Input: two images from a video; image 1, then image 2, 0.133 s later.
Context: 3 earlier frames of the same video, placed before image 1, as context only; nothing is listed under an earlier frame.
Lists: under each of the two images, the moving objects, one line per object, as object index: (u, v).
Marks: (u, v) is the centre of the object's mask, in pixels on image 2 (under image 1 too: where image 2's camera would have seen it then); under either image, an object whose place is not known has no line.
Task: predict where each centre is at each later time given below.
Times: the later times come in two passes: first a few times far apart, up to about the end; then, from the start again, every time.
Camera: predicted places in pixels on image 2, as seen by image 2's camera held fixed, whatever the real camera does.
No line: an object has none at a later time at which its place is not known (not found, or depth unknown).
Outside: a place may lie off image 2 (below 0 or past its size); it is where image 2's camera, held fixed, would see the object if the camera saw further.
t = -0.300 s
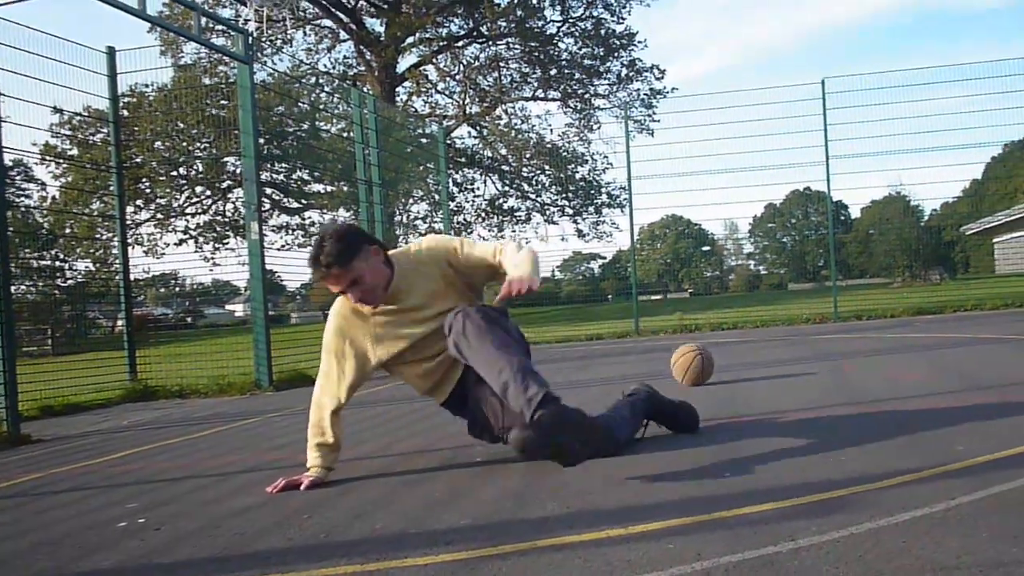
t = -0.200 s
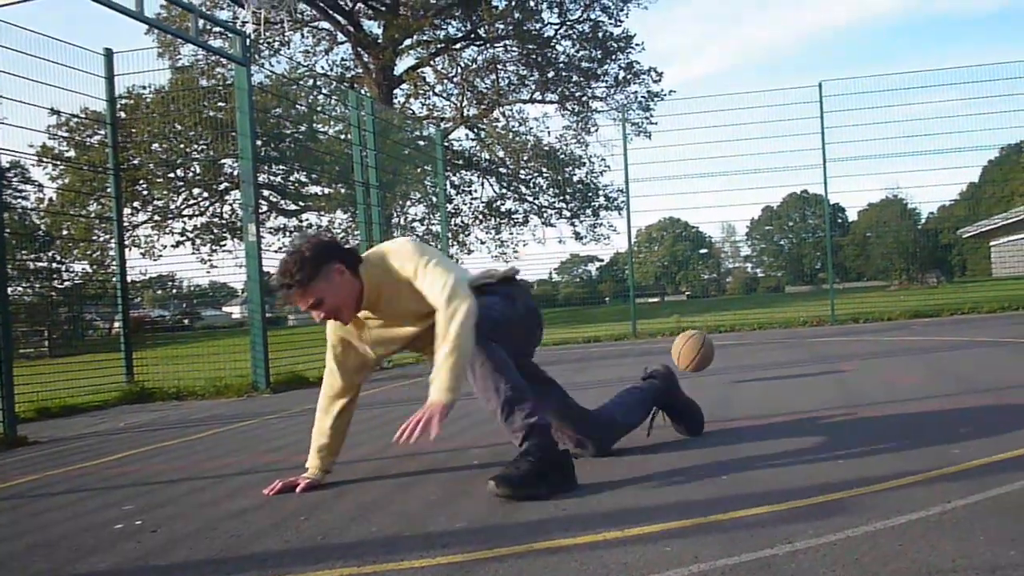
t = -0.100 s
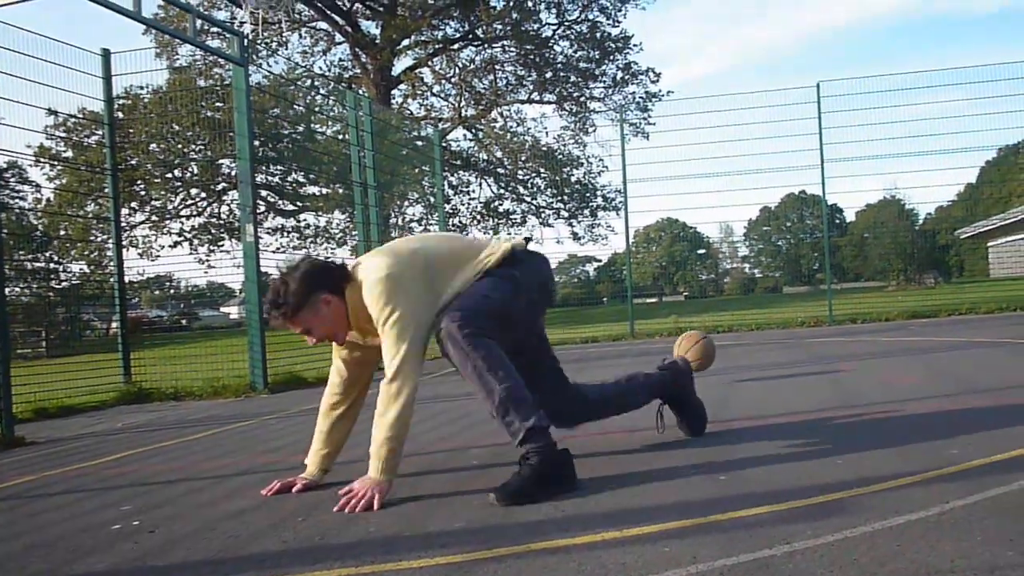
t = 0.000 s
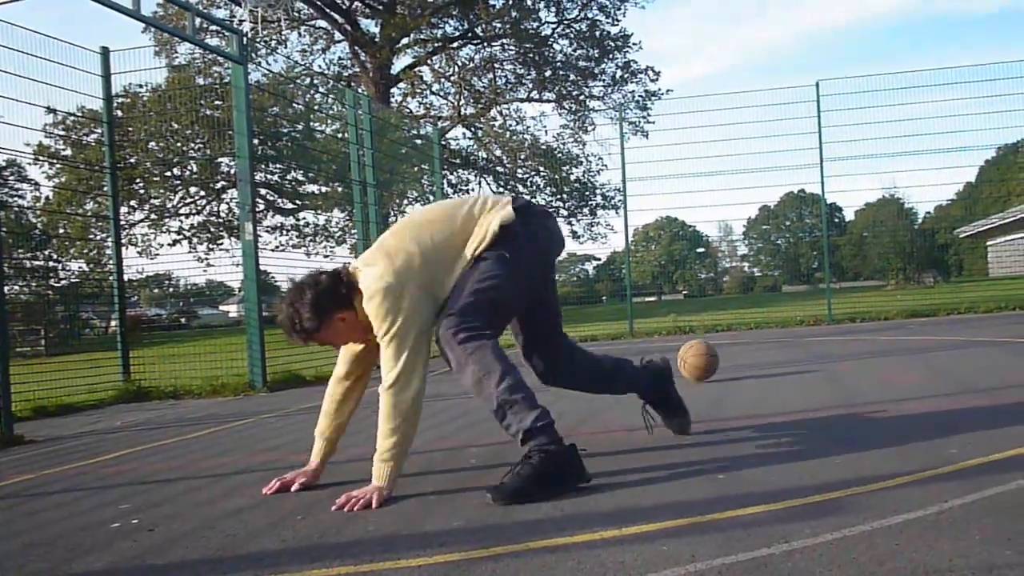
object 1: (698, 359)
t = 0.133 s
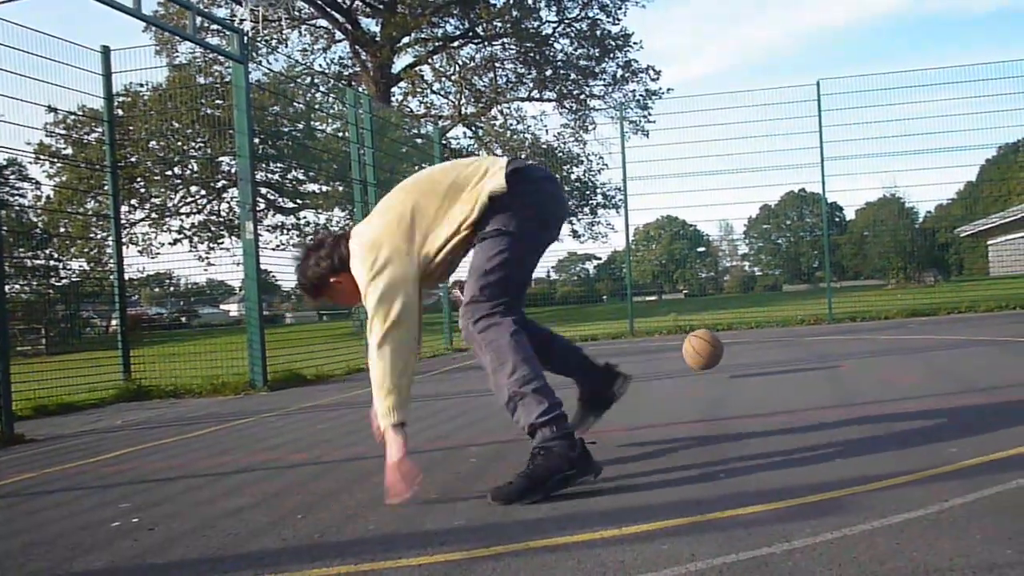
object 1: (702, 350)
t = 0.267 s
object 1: (707, 353)
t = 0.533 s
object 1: (713, 351)
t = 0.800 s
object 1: (717, 351)
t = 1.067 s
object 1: (719, 351)
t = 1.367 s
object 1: (719, 349)
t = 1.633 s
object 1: (718, 348)
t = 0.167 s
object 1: (704, 351)
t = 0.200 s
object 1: (705, 355)
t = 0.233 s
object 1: (706, 358)
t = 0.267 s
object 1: (707, 353)
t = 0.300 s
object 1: (708, 351)
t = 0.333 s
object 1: (709, 350)
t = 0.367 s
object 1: (710, 351)
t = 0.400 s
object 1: (711, 353)
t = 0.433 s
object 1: (712, 355)
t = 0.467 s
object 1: (712, 352)
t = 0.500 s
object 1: (713, 351)
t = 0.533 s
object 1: (713, 351)
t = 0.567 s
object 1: (714, 353)
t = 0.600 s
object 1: (715, 354)
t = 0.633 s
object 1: (715, 351)
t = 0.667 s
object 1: (716, 351)
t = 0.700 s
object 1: (716, 352)
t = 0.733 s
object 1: (716, 352)
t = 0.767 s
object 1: (716, 351)
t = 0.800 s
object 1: (717, 351)
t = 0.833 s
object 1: (718, 352)
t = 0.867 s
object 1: (718, 351)
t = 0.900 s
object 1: (718, 351)
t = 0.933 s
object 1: (719, 351)
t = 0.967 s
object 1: (720, 350)
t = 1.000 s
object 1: (720, 351)
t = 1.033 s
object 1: (719, 351)
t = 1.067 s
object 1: (719, 351)
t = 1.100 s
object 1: (719, 351)
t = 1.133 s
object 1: (719, 351)
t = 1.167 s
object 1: (719, 351)
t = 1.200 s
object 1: (719, 350)
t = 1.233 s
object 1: (719, 350)
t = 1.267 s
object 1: (719, 350)
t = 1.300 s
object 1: (719, 350)
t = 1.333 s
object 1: (719, 350)
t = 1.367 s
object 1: (719, 349)
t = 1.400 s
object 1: (719, 349)
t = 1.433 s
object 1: (719, 349)
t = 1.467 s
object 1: (719, 349)
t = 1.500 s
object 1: (719, 349)
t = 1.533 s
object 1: (719, 349)
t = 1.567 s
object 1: (718, 349)
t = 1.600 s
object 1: (718, 349)
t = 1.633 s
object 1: (718, 348)
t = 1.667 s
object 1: (718, 348)
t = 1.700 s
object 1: (717, 348)
